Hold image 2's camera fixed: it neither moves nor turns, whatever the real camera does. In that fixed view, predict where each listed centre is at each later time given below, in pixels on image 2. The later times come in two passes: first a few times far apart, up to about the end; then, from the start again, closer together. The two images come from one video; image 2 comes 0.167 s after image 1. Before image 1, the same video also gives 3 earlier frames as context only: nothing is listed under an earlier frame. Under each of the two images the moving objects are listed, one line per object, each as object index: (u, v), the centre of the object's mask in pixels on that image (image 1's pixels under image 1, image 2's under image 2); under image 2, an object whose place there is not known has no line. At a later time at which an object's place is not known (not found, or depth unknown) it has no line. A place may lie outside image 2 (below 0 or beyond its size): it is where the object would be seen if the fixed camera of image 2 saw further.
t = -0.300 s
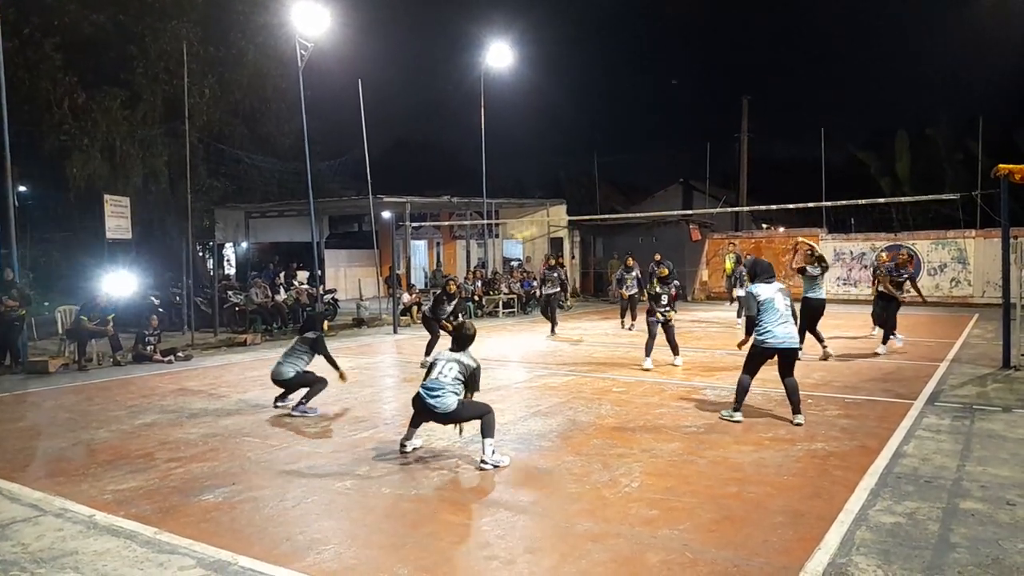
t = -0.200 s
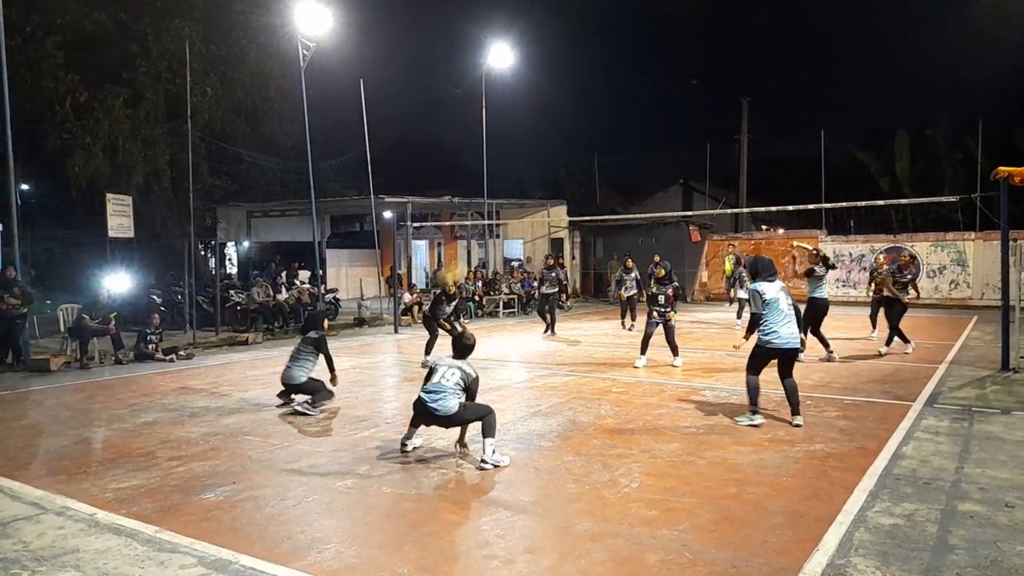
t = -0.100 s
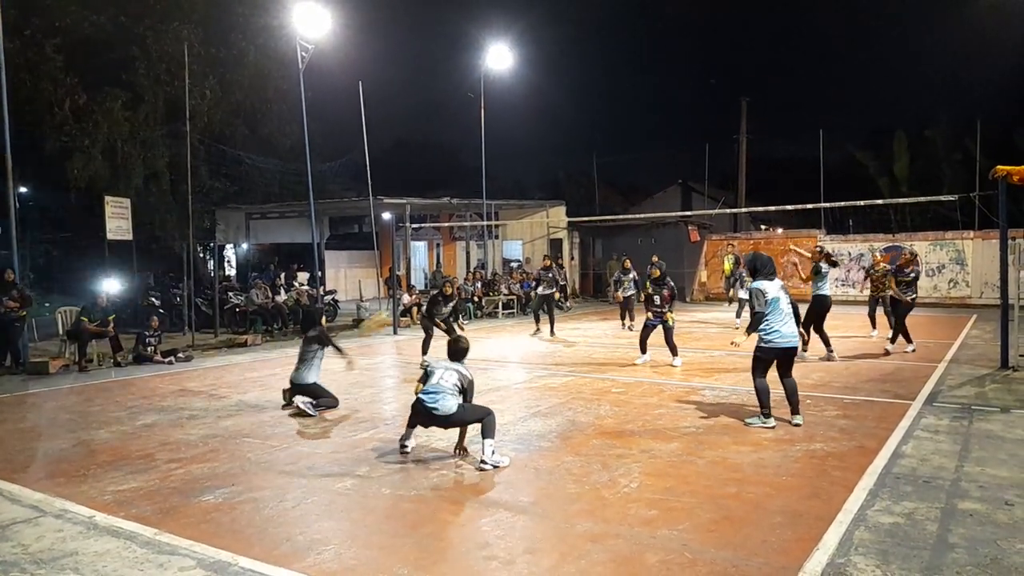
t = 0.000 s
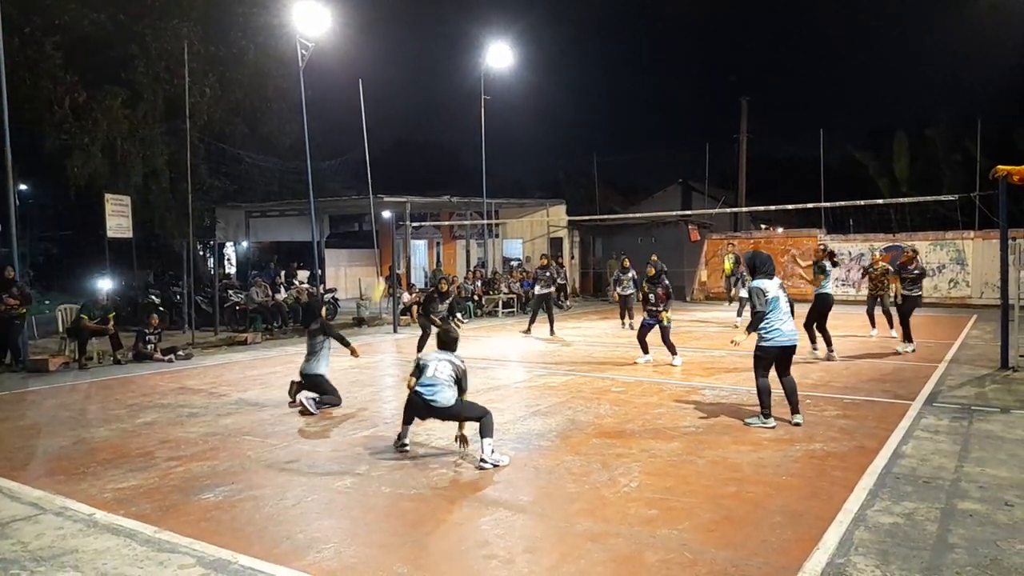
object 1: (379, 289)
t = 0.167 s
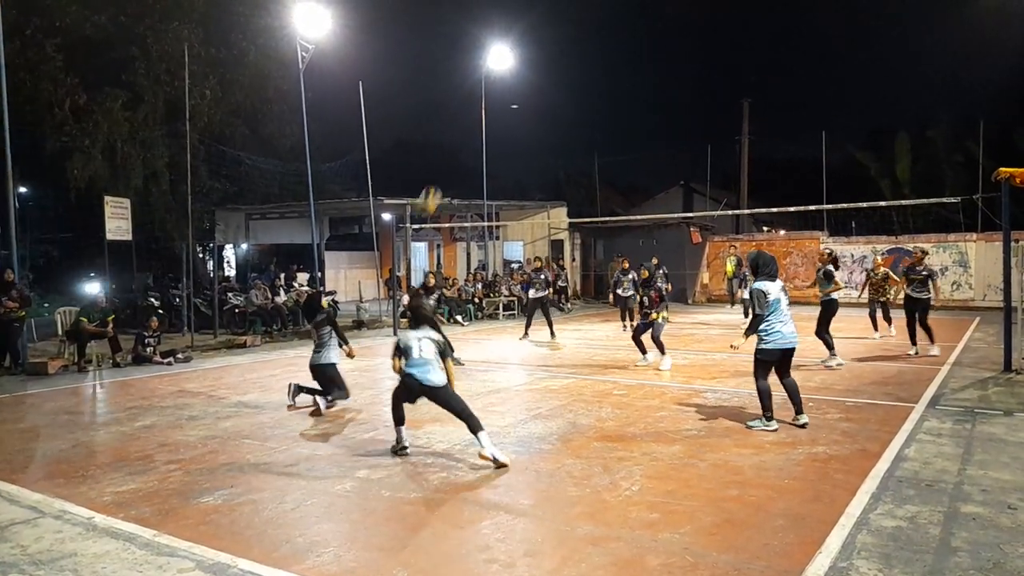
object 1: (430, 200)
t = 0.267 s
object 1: (459, 158)
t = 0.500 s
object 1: (536, 89)
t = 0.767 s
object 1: (624, 69)
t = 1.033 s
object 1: (713, 118)
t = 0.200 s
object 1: (439, 185)
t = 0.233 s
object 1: (449, 171)
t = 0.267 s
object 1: (459, 158)
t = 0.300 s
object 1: (470, 145)
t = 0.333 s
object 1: (481, 133)
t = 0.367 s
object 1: (493, 122)
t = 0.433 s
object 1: (513, 104)
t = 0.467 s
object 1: (524, 96)
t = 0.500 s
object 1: (536, 89)
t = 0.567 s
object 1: (557, 78)
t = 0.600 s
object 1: (567, 74)
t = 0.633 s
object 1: (578, 71)
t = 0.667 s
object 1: (590, 69)
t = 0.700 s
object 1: (601, 68)
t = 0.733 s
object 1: (613, 67)
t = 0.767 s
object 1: (624, 69)
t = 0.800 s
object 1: (635, 71)
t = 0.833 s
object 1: (647, 75)
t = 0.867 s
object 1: (657, 79)
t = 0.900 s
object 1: (669, 85)
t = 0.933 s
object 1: (680, 92)
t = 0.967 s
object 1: (691, 99)
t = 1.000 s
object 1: (702, 108)
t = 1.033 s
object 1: (713, 118)
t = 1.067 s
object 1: (724, 129)
